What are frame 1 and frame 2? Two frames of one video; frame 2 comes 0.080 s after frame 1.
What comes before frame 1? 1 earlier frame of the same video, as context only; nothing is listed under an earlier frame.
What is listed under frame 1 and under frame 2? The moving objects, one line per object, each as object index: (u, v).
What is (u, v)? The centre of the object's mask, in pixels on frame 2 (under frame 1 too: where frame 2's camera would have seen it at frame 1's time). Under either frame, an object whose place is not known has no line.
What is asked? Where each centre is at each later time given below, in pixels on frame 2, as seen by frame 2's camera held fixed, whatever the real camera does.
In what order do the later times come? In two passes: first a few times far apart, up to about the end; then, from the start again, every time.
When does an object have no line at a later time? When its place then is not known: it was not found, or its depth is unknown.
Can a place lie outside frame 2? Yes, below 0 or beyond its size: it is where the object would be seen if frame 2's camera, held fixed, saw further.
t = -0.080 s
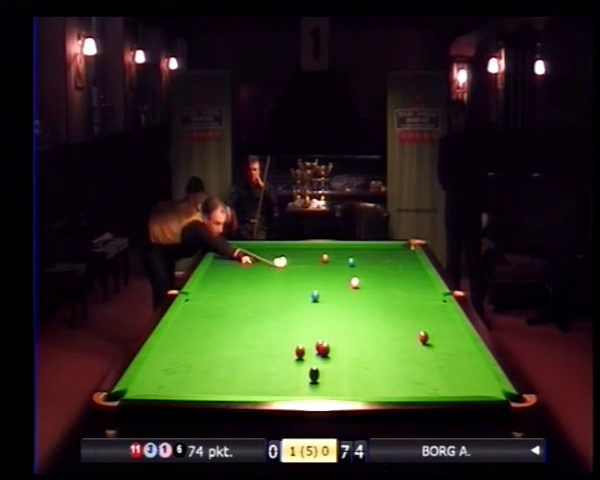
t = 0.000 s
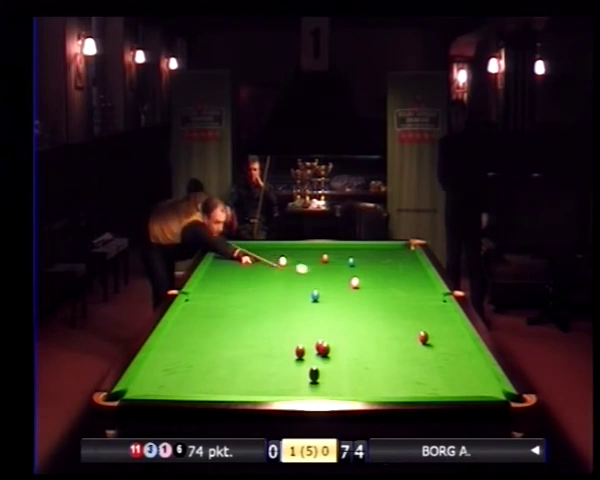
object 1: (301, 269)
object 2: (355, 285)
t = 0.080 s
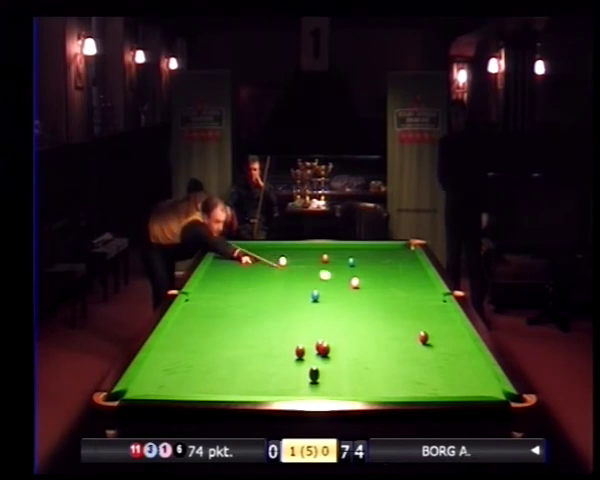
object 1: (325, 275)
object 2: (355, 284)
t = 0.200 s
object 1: (347, 283)
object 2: (368, 285)
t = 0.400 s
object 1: (335, 288)
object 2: (433, 293)
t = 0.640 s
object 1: (318, 291)
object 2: (434, 308)
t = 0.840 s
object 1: (302, 294)
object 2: (433, 320)
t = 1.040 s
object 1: (288, 297)
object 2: (433, 334)
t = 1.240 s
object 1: (273, 299)
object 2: (433, 349)
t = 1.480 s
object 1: (255, 302)
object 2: (432, 370)
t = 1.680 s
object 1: (241, 305)
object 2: (432, 389)
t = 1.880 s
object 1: (227, 307)
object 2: (418, 387)
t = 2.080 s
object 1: (213, 309)
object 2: (401, 376)
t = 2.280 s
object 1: (200, 312)
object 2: (385, 366)
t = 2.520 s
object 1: (184, 314)
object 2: (368, 355)
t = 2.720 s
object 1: (184, 316)
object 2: (356, 347)
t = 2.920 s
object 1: (190, 317)
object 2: (344, 339)
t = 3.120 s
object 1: (196, 319)
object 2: (333, 333)
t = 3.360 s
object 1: (202, 320)
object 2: (321, 326)
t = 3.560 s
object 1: (207, 322)
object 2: (312, 319)
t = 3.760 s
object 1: (212, 323)
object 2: (304, 314)
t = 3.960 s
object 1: (216, 324)
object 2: (295, 309)
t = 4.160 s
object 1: (220, 325)
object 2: (288, 305)
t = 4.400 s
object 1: (224, 326)
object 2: (280, 300)
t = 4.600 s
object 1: (228, 326)
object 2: (273, 295)
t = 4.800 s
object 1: (231, 327)
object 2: (267, 292)
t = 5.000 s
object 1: (234, 328)
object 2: (262, 289)
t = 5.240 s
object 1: (236, 329)
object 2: (256, 285)
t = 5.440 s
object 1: (237, 329)
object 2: (251, 282)
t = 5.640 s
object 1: (238, 329)
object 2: (246, 279)
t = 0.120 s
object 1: (336, 278)
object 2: (355, 284)
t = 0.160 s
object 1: (347, 281)
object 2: (355, 284)
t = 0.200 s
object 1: (347, 283)
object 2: (368, 285)
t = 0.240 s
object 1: (344, 285)
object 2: (381, 287)
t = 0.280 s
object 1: (342, 285)
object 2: (395, 289)
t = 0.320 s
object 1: (340, 286)
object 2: (408, 290)
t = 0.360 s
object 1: (338, 287)
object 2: (420, 292)
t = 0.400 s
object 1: (335, 288)
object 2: (433, 293)
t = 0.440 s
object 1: (332, 289)
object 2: (438, 296)
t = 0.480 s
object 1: (329, 289)
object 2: (437, 298)
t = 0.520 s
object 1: (326, 290)
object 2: (435, 300)
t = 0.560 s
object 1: (323, 290)
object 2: (434, 303)
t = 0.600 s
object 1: (320, 291)
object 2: (434, 306)
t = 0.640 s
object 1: (318, 291)
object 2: (434, 308)
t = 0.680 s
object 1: (314, 290)
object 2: (433, 310)
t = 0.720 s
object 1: (311, 291)
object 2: (434, 313)
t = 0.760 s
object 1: (308, 293)
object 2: (433, 315)
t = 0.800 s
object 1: (305, 294)
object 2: (433, 317)
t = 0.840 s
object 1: (302, 294)
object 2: (433, 320)
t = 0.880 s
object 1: (299, 295)
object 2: (433, 322)
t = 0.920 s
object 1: (297, 295)
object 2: (433, 326)
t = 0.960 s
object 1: (293, 296)
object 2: (433, 328)
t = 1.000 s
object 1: (291, 296)
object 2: (433, 331)
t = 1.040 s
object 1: (288, 297)
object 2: (433, 334)
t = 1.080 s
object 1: (285, 297)
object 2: (432, 337)
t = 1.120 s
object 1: (281, 298)
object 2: (432, 340)
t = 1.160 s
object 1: (279, 298)
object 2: (433, 343)
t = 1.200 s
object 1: (276, 299)
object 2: (433, 346)
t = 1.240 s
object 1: (273, 299)
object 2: (433, 349)
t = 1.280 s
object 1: (270, 300)
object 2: (433, 353)
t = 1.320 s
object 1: (267, 301)
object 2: (432, 356)
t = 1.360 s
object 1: (264, 301)
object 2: (432, 359)
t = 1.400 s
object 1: (261, 302)
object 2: (432, 363)
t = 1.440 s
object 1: (258, 302)
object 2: (432, 366)
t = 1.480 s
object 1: (255, 302)
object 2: (432, 370)
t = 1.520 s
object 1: (253, 303)
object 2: (432, 374)
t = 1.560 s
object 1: (250, 303)
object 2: (432, 378)
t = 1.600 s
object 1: (247, 304)
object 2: (432, 382)
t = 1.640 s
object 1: (244, 304)
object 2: (432, 386)
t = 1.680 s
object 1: (241, 305)
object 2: (432, 389)
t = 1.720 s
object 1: (238, 305)
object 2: (431, 391)
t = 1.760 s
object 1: (236, 306)
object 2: (430, 393)
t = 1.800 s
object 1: (233, 306)
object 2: (426, 391)
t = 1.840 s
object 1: (230, 307)
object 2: (422, 389)
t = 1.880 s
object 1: (227, 307)
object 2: (418, 387)
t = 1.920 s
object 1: (224, 308)
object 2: (414, 385)
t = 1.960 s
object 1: (222, 308)
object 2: (411, 382)
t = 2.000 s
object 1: (219, 309)
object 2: (407, 381)
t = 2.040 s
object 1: (216, 309)
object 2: (404, 378)
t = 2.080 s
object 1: (213, 309)
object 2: (401, 376)
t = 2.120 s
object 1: (211, 310)
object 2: (397, 374)
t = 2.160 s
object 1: (208, 310)
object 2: (395, 372)
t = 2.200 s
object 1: (205, 311)
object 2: (391, 370)
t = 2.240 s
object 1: (203, 311)
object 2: (388, 368)
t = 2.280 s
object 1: (200, 312)
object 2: (385, 366)
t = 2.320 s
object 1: (197, 312)
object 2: (382, 364)
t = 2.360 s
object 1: (195, 312)
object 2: (379, 362)
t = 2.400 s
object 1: (192, 313)
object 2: (376, 360)
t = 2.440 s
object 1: (189, 313)
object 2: (374, 359)
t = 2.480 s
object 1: (186, 314)
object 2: (371, 357)
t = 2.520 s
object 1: (184, 314)
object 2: (368, 355)
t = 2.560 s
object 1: (181, 315)
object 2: (366, 353)
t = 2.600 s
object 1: (180, 315)
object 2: (363, 352)
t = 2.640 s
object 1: (182, 315)
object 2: (361, 350)
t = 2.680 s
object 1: (183, 316)
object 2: (358, 348)
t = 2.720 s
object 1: (184, 316)
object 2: (356, 347)
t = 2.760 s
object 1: (185, 316)
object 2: (353, 345)
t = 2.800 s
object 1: (186, 317)
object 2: (351, 343)
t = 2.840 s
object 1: (188, 317)
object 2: (348, 342)
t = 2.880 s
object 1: (189, 317)
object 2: (346, 341)
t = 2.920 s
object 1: (190, 317)
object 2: (344, 339)
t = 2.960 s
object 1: (191, 318)
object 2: (342, 338)
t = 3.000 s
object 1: (192, 318)
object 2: (340, 337)
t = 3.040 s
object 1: (193, 318)
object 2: (338, 335)
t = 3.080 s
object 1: (195, 318)
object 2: (335, 334)
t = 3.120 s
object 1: (196, 319)
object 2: (333, 333)
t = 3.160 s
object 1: (197, 319)
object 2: (331, 331)
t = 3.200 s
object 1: (198, 319)
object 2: (329, 330)
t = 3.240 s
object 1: (199, 320)
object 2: (327, 329)
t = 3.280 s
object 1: (200, 320)
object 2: (325, 328)
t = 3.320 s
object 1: (201, 320)
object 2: (323, 327)
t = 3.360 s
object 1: (202, 320)
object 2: (321, 326)
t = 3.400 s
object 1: (203, 321)
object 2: (319, 325)
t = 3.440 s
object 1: (204, 321)
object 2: (317, 323)
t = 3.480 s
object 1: (205, 321)
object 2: (315, 322)
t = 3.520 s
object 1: (206, 321)
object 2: (314, 321)
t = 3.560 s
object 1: (207, 322)
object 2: (312, 319)
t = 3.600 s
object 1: (208, 322)
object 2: (310, 319)
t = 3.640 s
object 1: (209, 322)
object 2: (308, 318)
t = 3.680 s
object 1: (210, 322)
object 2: (306, 317)
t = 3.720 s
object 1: (211, 323)
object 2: (305, 316)
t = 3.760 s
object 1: (212, 323)
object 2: (304, 314)
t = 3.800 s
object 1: (213, 323)
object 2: (301, 313)
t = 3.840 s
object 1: (214, 323)
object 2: (300, 313)
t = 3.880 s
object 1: (215, 324)
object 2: (298, 312)
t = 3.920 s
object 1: (216, 324)
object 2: (297, 311)
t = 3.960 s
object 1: (216, 324)
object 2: (295, 309)
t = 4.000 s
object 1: (217, 324)
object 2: (294, 309)
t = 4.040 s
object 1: (218, 324)
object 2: (292, 308)
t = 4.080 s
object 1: (219, 324)
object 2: (291, 306)
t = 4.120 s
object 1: (220, 325)
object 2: (289, 305)
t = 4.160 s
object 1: (220, 325)
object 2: (288, 305)
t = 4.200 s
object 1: (221, 325)
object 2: (287, 303)
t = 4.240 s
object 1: (222, 325)
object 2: (285, 303)
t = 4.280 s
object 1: (223, 325)
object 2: (284, 302)
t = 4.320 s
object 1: (223, 325)
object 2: (282, 301)
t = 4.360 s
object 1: (224, 326)
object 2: (281, 300)
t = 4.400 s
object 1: (224, 326)
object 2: (280, 300)
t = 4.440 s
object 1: (225, 326)
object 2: (278, 299)
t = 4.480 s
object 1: (226, 326)
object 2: (277, 298)
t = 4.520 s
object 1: (227, 326)
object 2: (276, 297)
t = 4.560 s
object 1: (228, 326)
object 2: (274, 296)
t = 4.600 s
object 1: (228, 326)
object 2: (273, 295)
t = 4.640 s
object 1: (229, 326)
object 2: (272, 295)
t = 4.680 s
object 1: (229, 327)
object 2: (271, 294)
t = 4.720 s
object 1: (230, 327)
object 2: (269, 294)
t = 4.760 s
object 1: (230, 327)
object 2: (268, 293)
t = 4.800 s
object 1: (231, 327)
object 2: (267, 292)
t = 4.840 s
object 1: (232, 327)
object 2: (266, 291)
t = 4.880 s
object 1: (232, 327)
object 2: (265, 291)
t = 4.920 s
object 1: (233, 327)
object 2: (264, 290)
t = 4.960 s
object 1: (233, 327)
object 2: (263, 289)
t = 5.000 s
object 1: (234, 328)
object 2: (262, 289)
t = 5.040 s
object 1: (234, 327)
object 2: (261, 288)
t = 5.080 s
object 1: (234, 328)
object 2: (259, 287)
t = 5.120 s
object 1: (235, 328)
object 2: (258, 287)
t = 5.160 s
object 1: (235, 328)
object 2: (258, 286)
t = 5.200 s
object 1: (235, 328)
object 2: (256, 285)
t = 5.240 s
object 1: (236, 329)
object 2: (256, 285)
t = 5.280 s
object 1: (236, 328)
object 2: (254, 284)
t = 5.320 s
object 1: (236, 328)
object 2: (254, 284)
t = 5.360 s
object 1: (236, 329)
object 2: (252, 283)
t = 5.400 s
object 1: (237, 329)
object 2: (252, 282)
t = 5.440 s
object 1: (237, 329)
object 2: (251, 282)
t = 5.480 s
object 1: (237, 329)
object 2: (250, 281)
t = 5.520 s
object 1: (237, 329)
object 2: (249, 281)
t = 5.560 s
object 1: (238, 329)
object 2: (248, 280)
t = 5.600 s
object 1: (238, 329)
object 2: (247, 280)
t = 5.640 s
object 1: (238, 329)
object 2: (246, 279)
